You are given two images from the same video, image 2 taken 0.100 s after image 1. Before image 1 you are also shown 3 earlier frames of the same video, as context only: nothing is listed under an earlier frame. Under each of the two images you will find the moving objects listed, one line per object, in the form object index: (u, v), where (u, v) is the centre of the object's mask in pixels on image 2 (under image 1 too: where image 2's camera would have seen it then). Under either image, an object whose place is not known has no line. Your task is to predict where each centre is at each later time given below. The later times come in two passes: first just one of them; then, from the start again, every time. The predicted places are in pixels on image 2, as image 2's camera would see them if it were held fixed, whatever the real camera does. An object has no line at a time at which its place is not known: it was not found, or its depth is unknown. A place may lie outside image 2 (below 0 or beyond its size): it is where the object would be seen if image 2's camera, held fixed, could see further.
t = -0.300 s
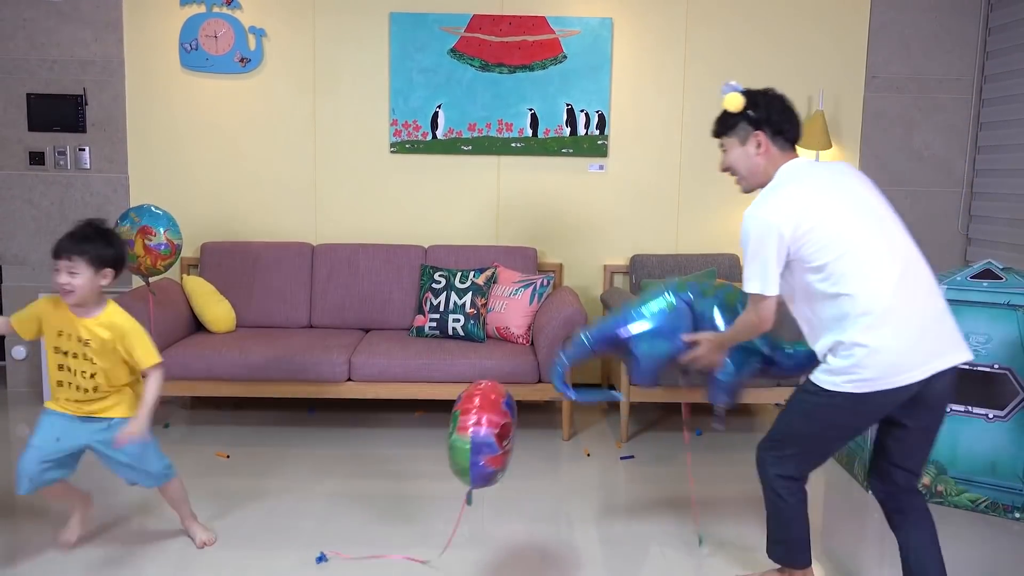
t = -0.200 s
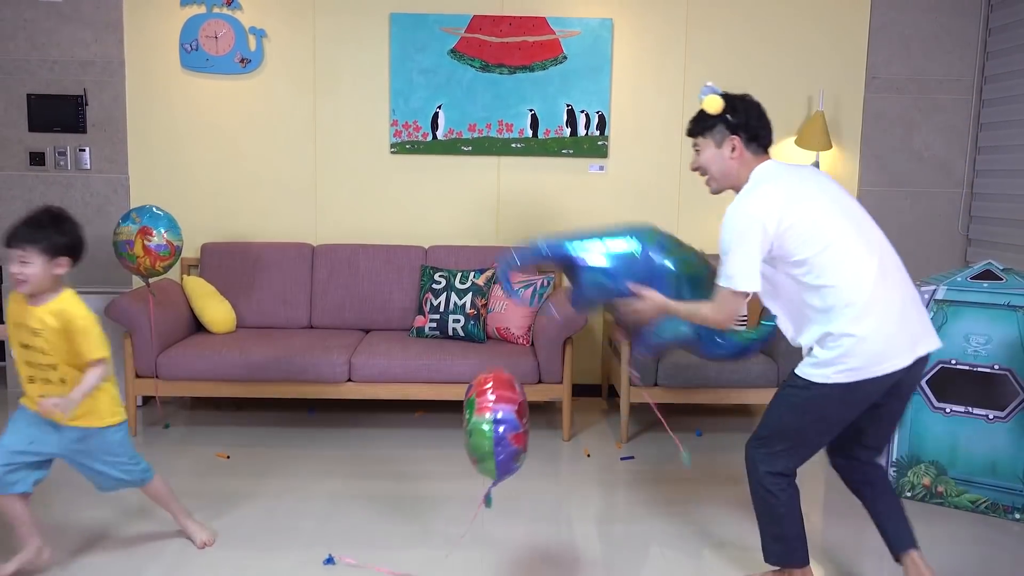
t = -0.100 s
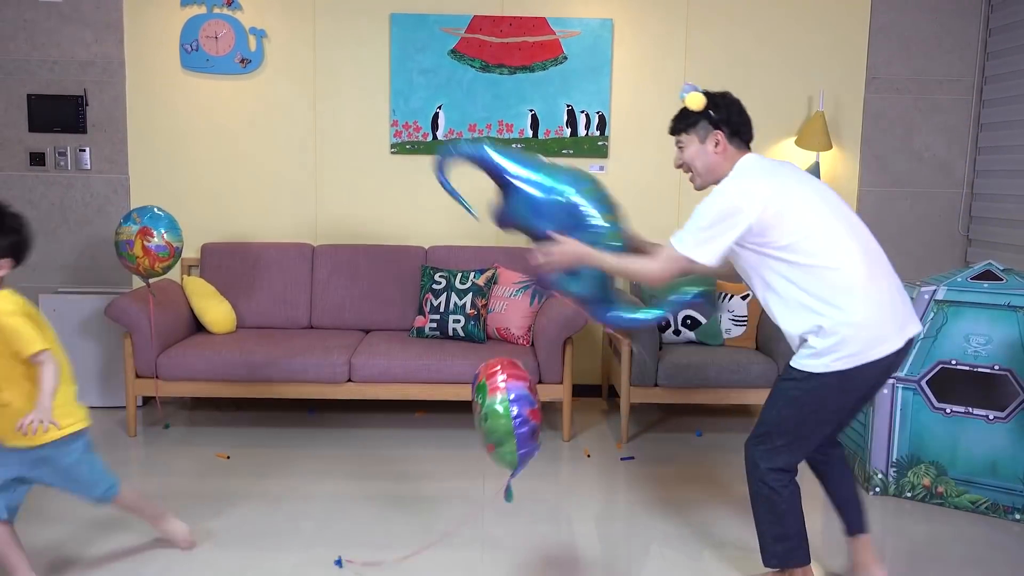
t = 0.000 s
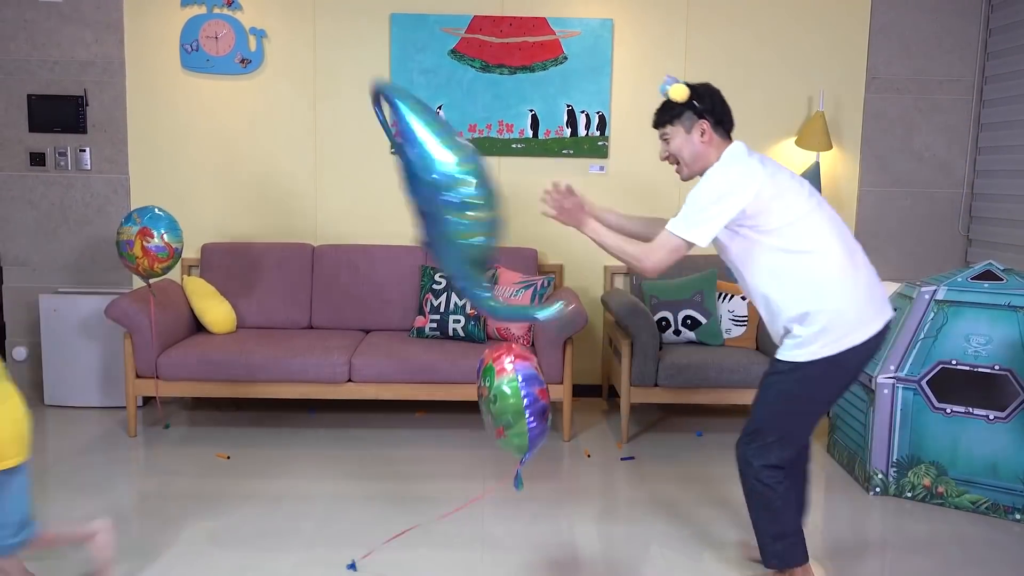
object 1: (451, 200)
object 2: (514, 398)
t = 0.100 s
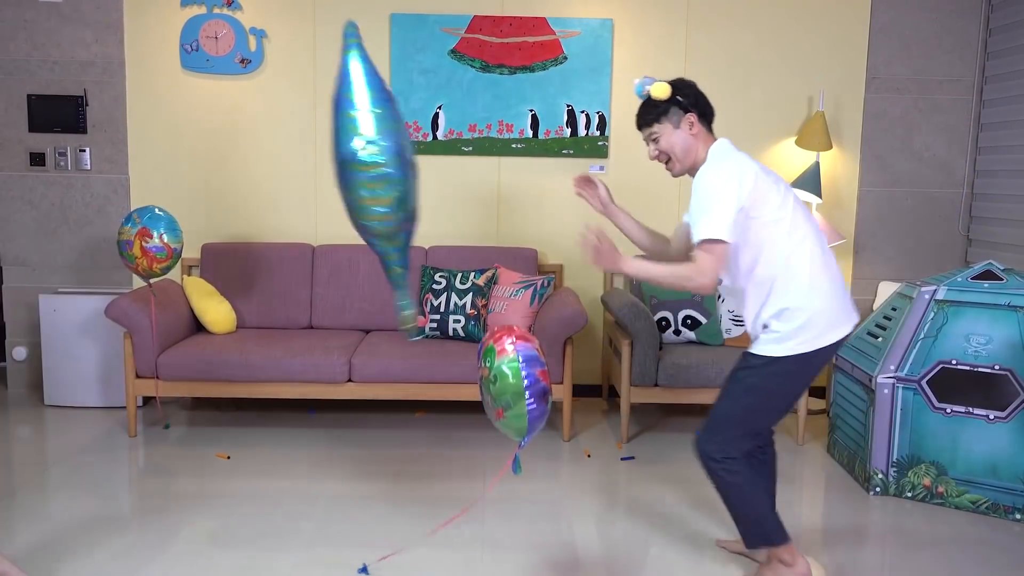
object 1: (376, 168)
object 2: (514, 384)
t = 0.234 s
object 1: (331, 146)
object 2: (508, 361)
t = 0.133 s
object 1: (361, 159)
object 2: (513, 377)
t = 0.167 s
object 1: (349, 152)
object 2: (512, 373)
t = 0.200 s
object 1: (338, 147)
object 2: (510, 368)
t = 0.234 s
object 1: (331, 146)
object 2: (508, 361)
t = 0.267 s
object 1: (323, 143)
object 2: (505, 356)
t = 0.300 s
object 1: (317, 144)
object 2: (502, 351)
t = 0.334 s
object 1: (311, 141)
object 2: (499, 347)
